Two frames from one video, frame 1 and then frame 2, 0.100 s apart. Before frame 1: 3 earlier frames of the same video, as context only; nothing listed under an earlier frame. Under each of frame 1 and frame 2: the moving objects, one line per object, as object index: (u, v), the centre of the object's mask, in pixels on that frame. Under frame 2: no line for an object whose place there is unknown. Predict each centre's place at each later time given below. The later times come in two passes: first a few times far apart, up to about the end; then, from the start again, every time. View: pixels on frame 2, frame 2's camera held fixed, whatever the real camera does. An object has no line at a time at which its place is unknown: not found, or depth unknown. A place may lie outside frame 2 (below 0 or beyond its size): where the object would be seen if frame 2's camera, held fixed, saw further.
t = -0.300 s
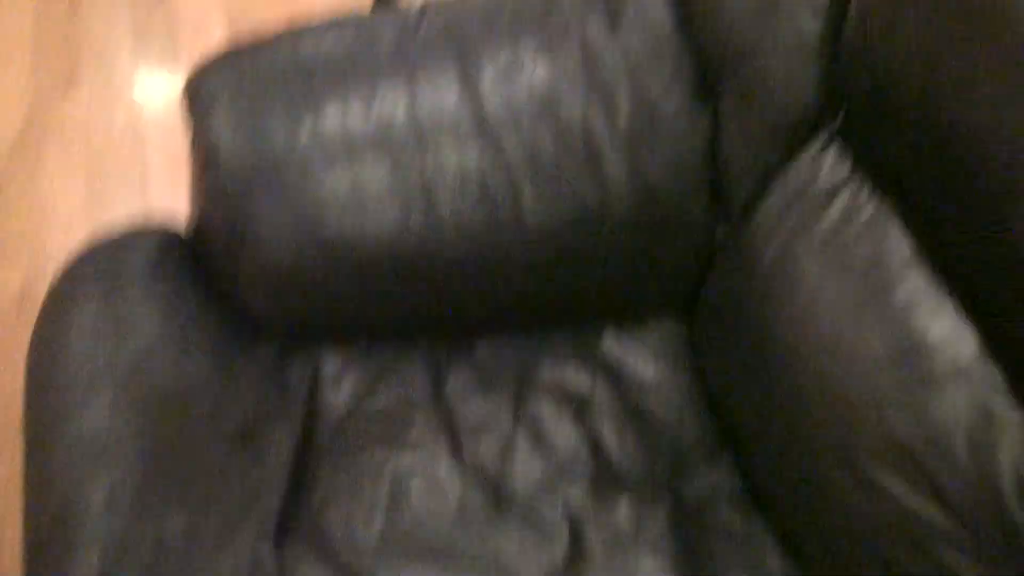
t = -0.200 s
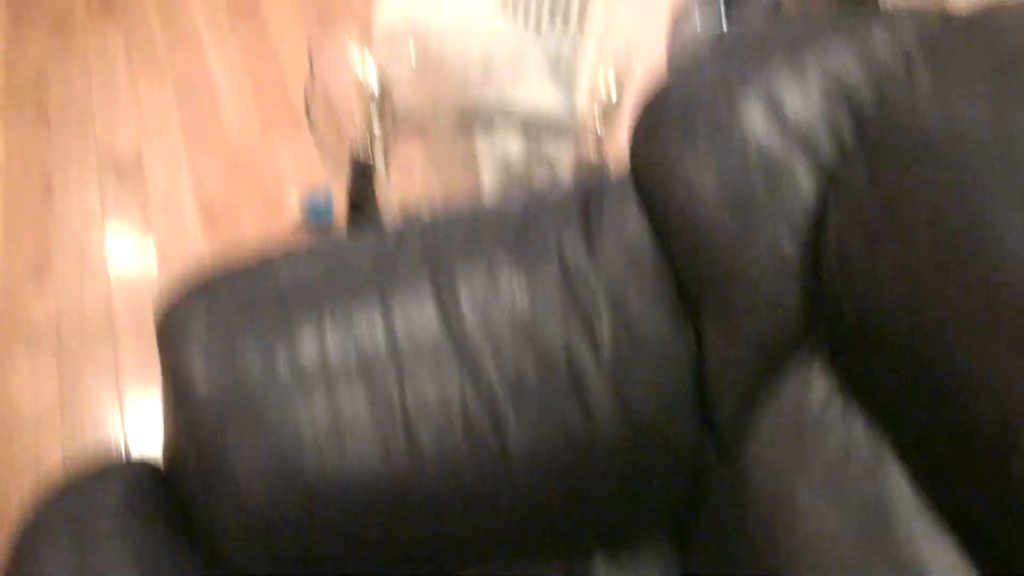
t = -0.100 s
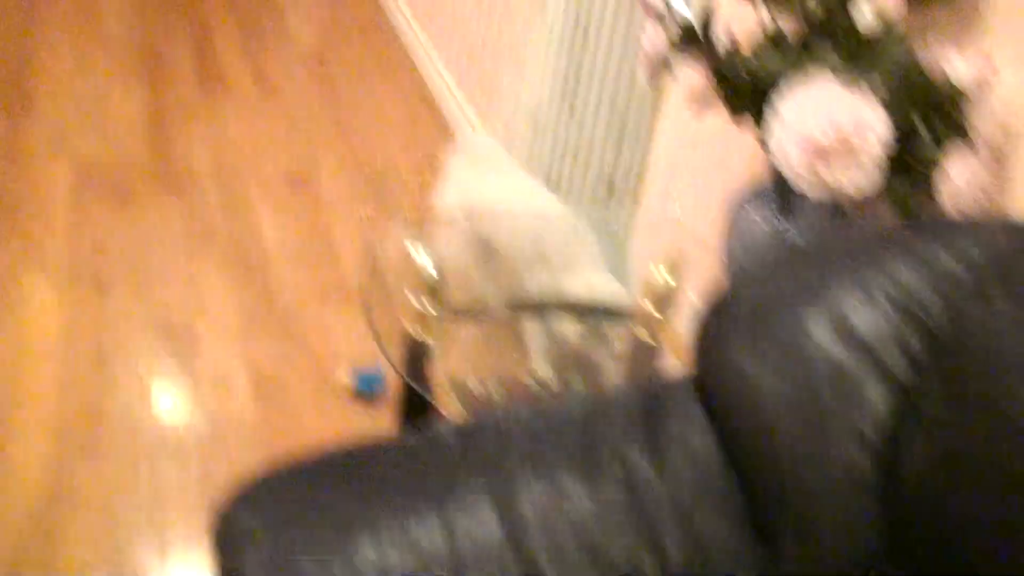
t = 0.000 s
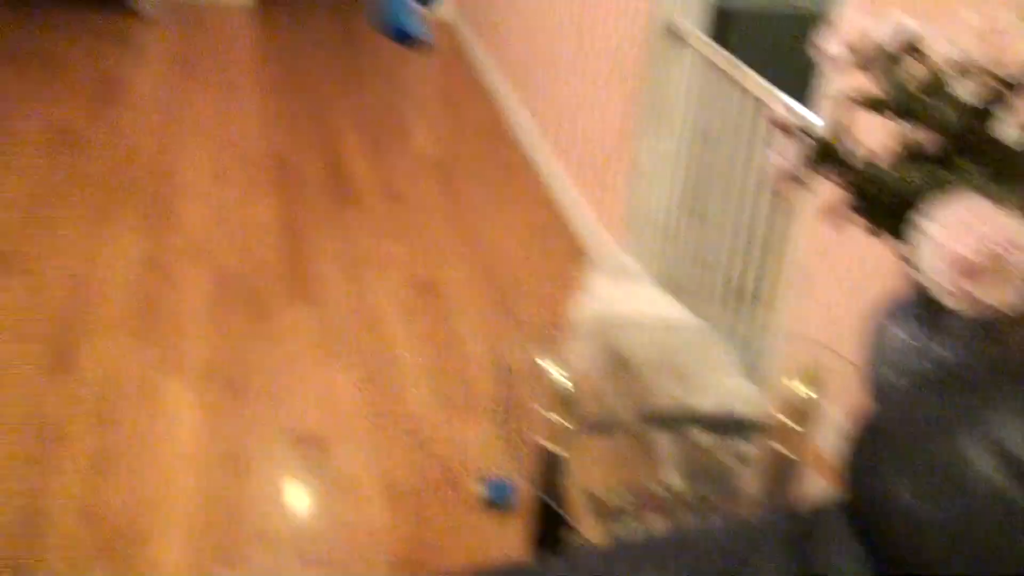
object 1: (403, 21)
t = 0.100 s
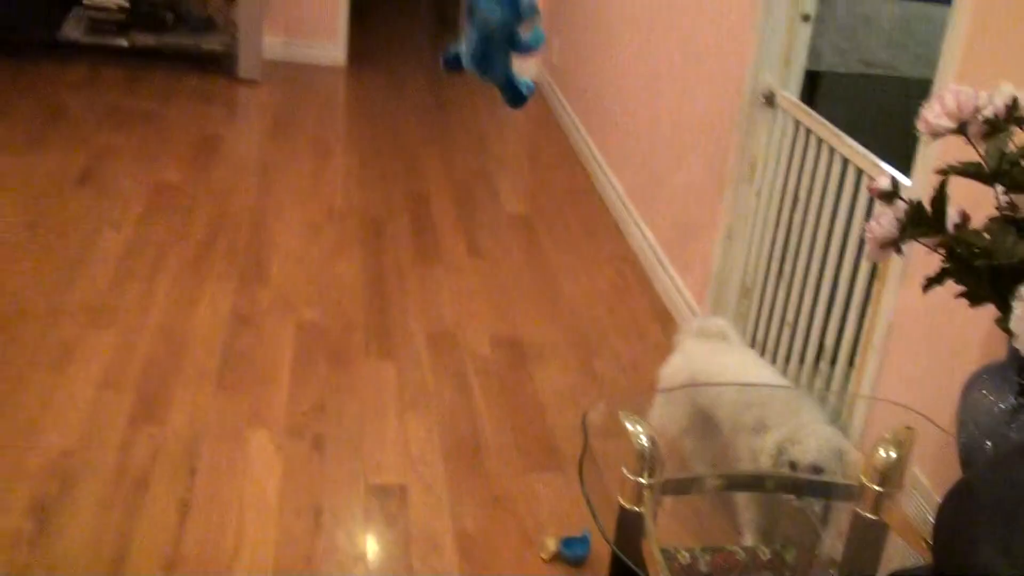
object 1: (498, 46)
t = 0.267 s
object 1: (473, 153)
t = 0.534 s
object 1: (460, 114)
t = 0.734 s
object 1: (447, 114)
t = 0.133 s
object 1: (490, 56)
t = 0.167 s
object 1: (482, 80)
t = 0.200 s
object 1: (480, 104)
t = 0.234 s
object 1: (477, 128)
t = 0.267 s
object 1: (473, 153)
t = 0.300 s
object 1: (469, 178)
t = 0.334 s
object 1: (467, 184)
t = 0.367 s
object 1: (470, 172)
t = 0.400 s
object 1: (467, 156)
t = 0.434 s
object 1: (465, 141)
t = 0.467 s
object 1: (463, 130)
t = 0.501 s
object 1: (461, 122)
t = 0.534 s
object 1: (460, 114)
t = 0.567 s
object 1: (458, 109)
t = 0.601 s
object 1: (456, 107)
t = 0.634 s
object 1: (454, 107)
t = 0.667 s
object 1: (452, 109)
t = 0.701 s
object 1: (450, 112)
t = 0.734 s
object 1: (447, 114)
